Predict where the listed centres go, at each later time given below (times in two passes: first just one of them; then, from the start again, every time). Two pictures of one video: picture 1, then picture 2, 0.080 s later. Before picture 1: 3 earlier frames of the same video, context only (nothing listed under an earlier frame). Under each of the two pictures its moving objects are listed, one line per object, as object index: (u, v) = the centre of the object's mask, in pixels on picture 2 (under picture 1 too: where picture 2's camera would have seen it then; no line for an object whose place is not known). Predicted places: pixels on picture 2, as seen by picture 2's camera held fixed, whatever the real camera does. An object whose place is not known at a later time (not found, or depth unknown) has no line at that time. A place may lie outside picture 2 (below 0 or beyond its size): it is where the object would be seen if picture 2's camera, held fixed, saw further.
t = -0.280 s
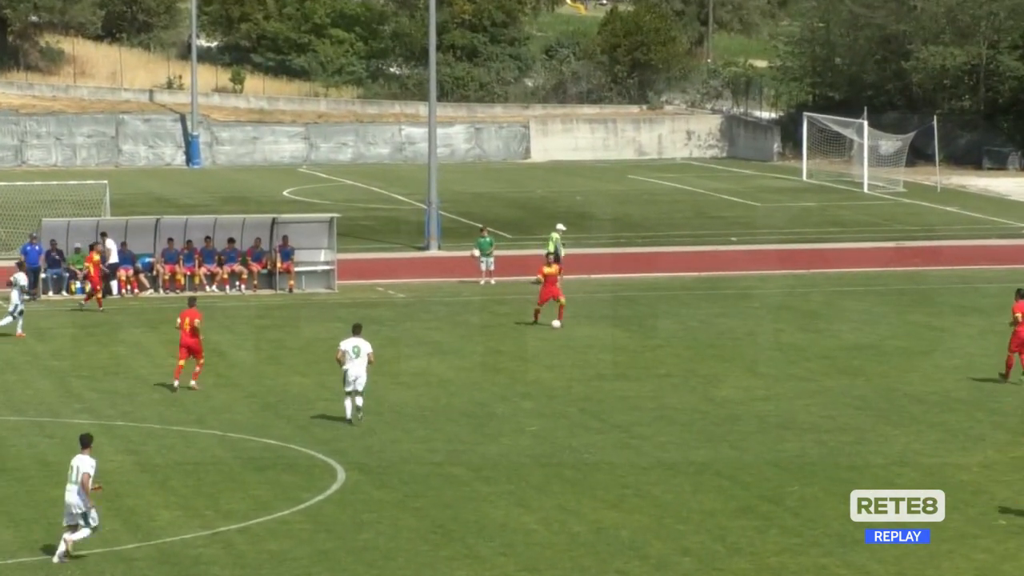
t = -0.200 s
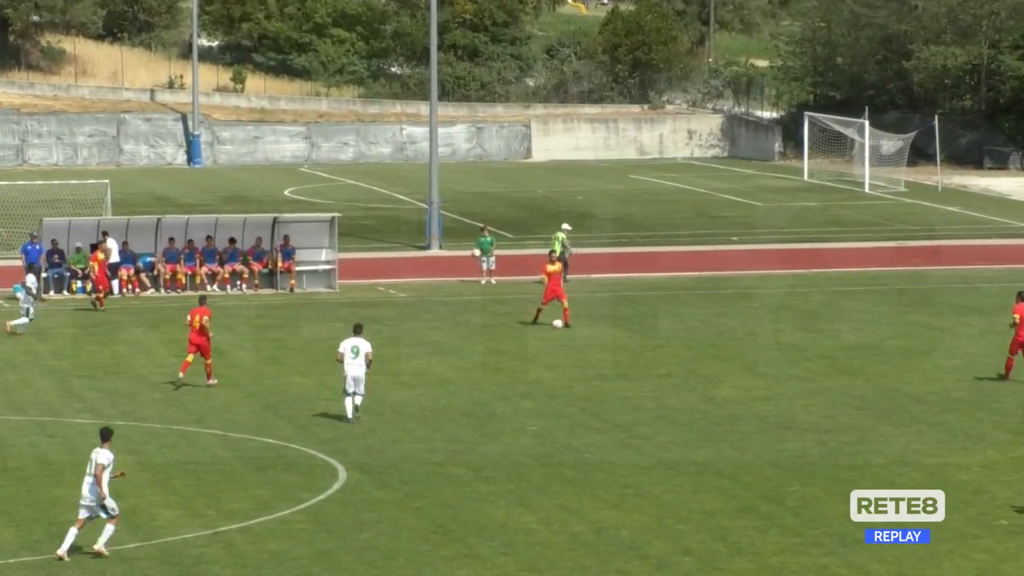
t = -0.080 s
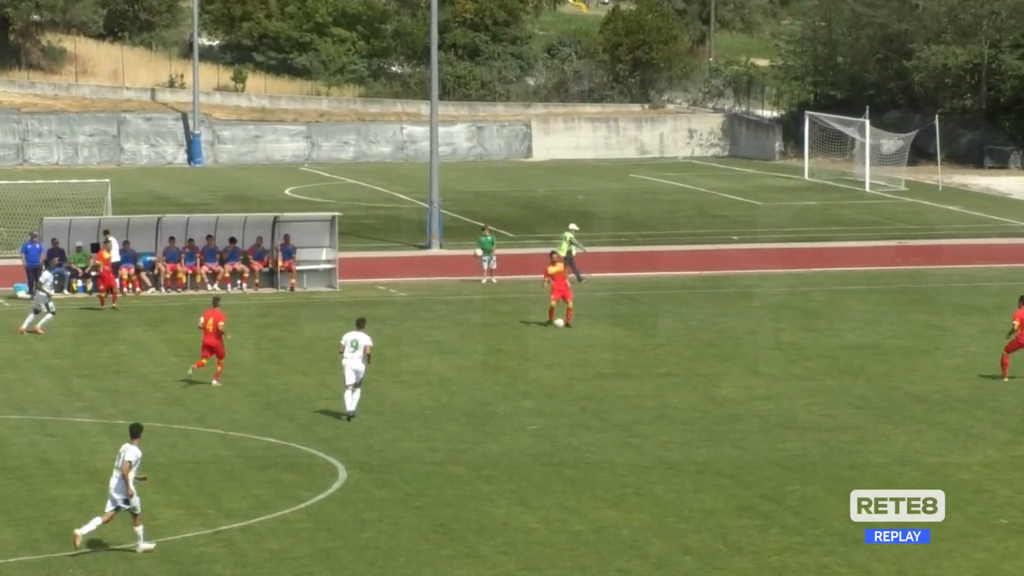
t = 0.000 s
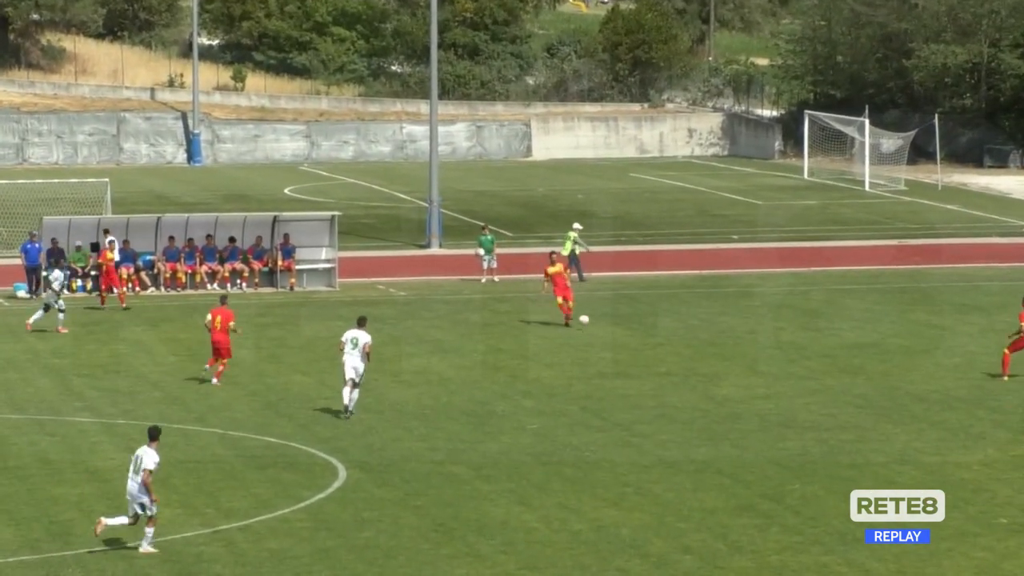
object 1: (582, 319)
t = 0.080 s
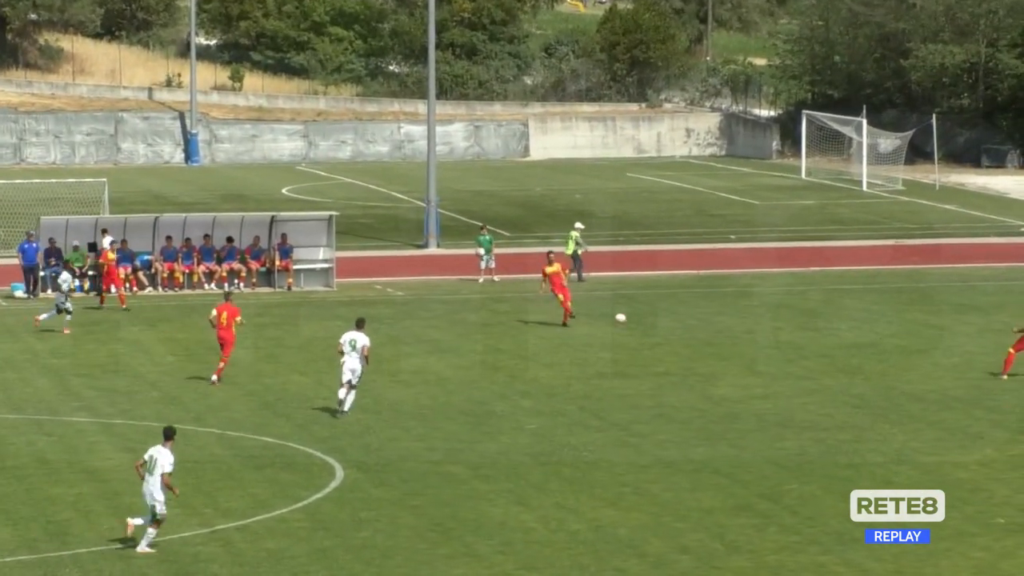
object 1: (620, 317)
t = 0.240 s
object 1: (698, 324)
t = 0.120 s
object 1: (640, 318)
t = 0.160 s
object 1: (659, 319)
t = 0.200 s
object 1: (679, 321)
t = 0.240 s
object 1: (698, 324)
